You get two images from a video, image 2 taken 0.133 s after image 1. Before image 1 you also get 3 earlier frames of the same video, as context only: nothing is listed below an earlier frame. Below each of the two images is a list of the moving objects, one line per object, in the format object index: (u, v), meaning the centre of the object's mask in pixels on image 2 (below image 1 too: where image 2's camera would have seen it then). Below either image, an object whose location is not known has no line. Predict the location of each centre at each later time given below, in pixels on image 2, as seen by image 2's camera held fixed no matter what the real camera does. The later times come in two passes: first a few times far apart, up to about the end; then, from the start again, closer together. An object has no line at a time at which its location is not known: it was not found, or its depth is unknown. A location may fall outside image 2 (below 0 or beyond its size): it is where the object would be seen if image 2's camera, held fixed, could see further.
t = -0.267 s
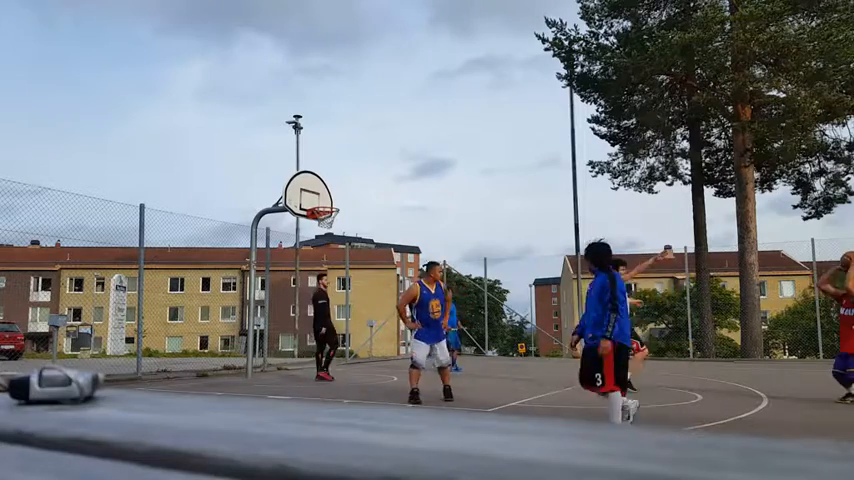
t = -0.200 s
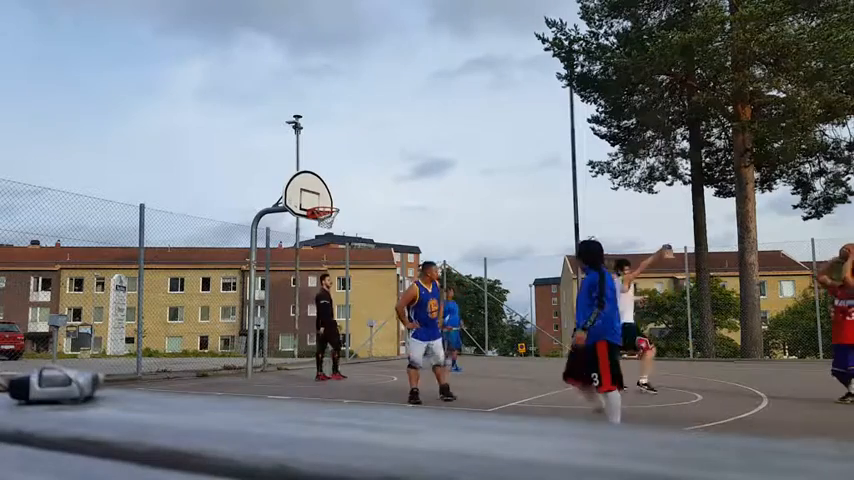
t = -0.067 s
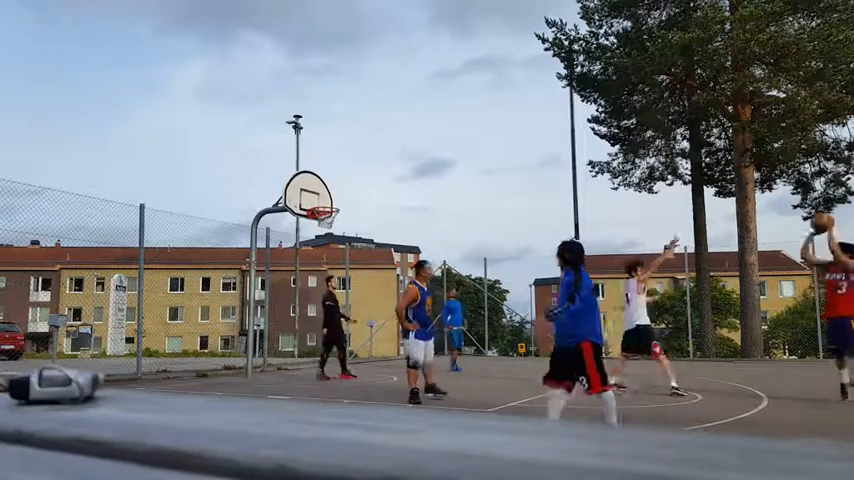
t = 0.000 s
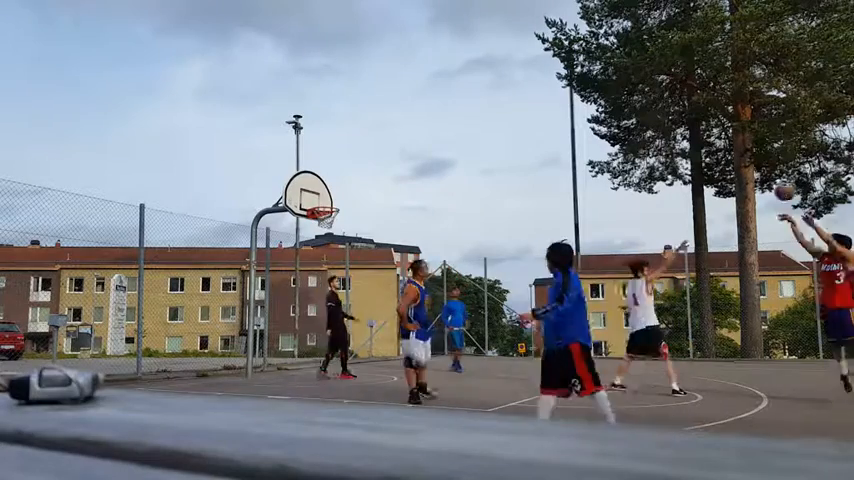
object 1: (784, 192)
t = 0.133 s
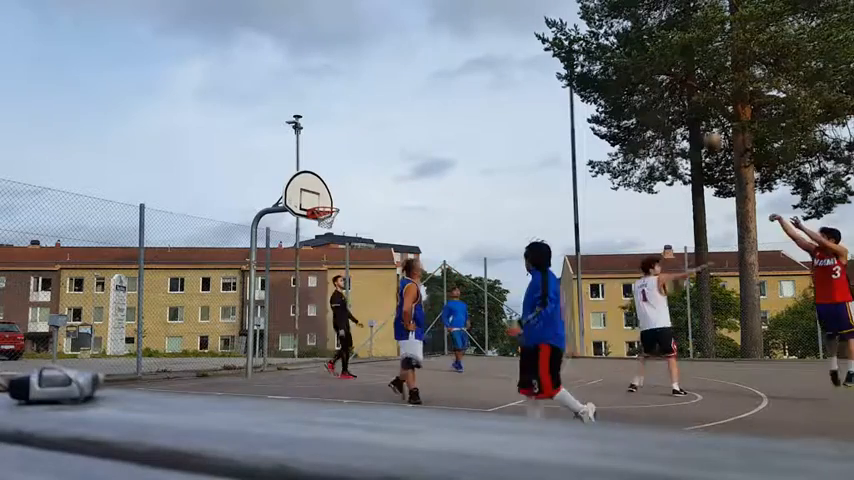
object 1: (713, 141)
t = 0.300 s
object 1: (636, 99)
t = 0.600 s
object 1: (518, 83)
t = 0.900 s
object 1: (425, 116)
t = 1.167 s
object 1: (356, 179)
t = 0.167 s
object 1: (697, 131)
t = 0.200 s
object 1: (680, 121)
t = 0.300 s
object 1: (636, 99)
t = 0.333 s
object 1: (621, 96)
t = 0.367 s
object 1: (607, 91)
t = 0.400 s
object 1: (594, 87)
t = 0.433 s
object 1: (580, 86)
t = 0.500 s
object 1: (553, 82)
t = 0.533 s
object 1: (541, 82)
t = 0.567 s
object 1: (530, 82)
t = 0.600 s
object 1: (518, 83)
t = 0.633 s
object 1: (507, 84)
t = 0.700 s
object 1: (485, 89)
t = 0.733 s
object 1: (474, 92)
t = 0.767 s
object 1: (464, 96)
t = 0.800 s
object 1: (454, 100)
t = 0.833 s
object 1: (445, 105)
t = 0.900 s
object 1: (425, 116)
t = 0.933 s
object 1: (416, 123)
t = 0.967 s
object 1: (407, 129)
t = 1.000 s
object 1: (398, 136)
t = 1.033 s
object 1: (389, 144)
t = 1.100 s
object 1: (373, 161)
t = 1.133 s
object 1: (364, 170)
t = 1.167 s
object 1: (356, 179)
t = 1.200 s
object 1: (348, 189)
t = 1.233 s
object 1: (341, 199)
